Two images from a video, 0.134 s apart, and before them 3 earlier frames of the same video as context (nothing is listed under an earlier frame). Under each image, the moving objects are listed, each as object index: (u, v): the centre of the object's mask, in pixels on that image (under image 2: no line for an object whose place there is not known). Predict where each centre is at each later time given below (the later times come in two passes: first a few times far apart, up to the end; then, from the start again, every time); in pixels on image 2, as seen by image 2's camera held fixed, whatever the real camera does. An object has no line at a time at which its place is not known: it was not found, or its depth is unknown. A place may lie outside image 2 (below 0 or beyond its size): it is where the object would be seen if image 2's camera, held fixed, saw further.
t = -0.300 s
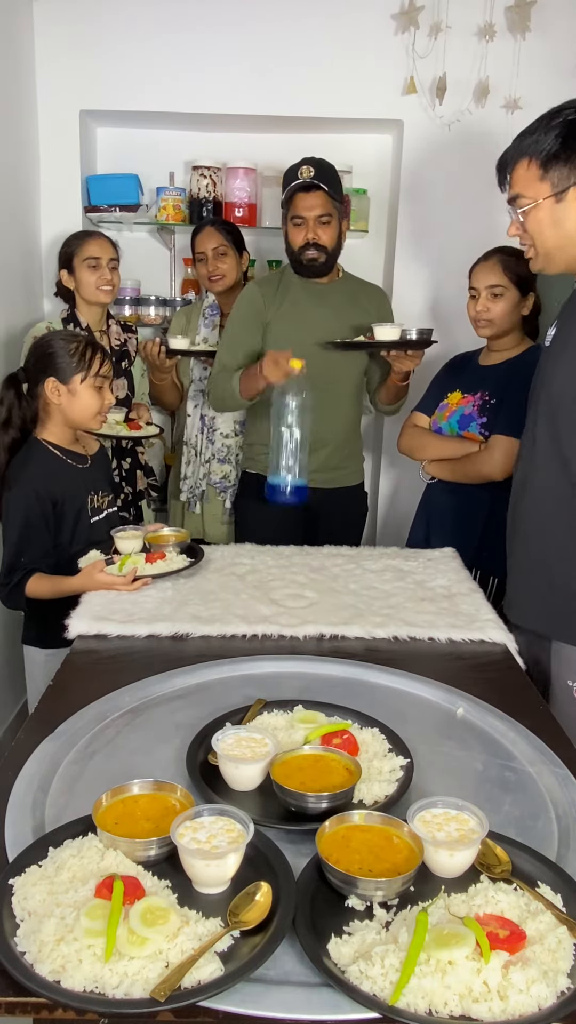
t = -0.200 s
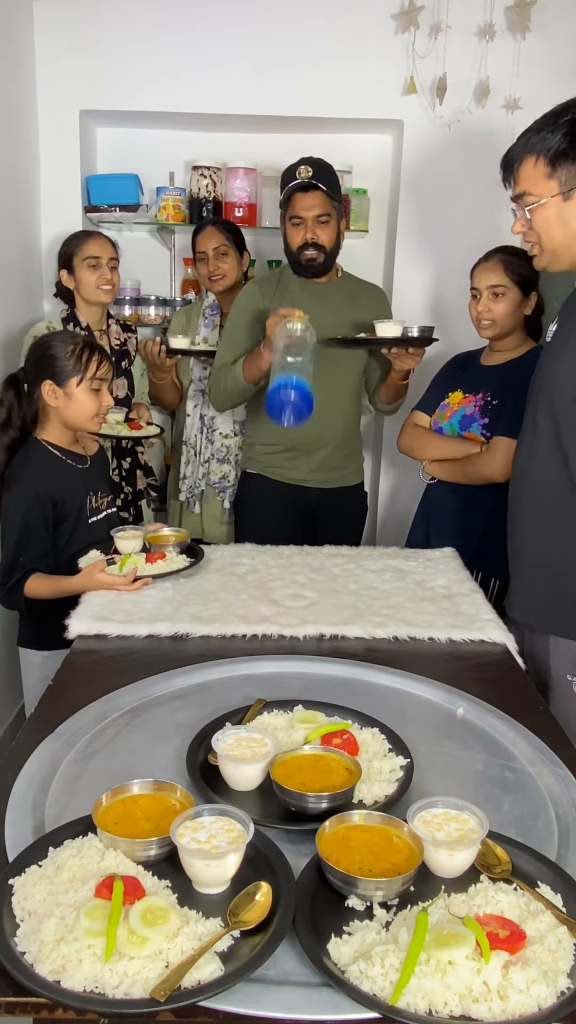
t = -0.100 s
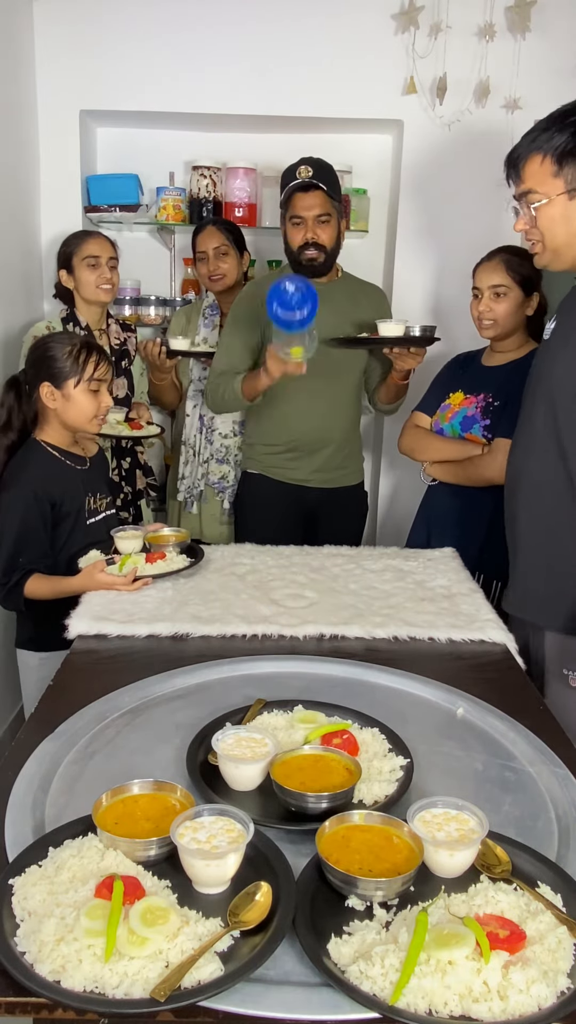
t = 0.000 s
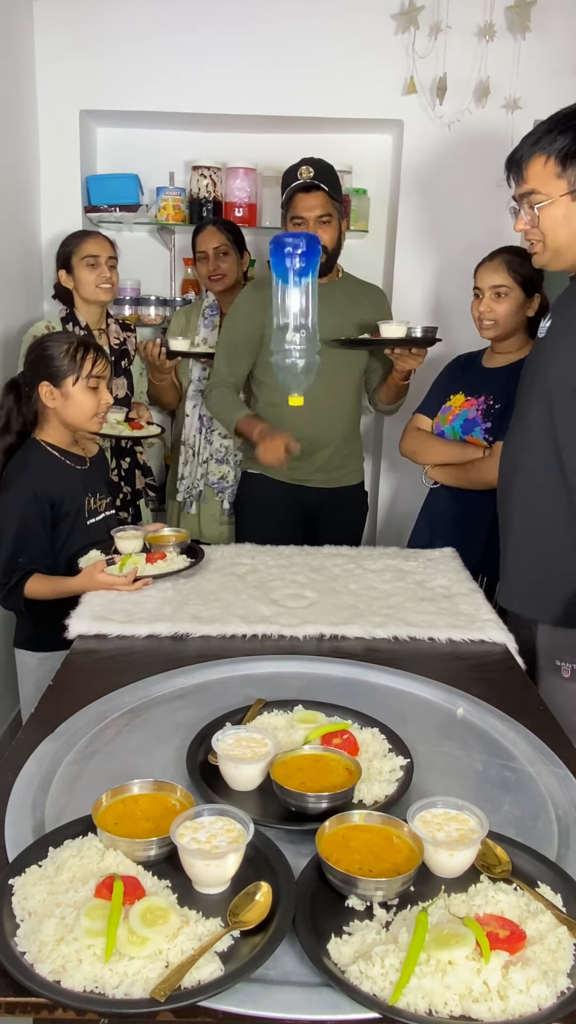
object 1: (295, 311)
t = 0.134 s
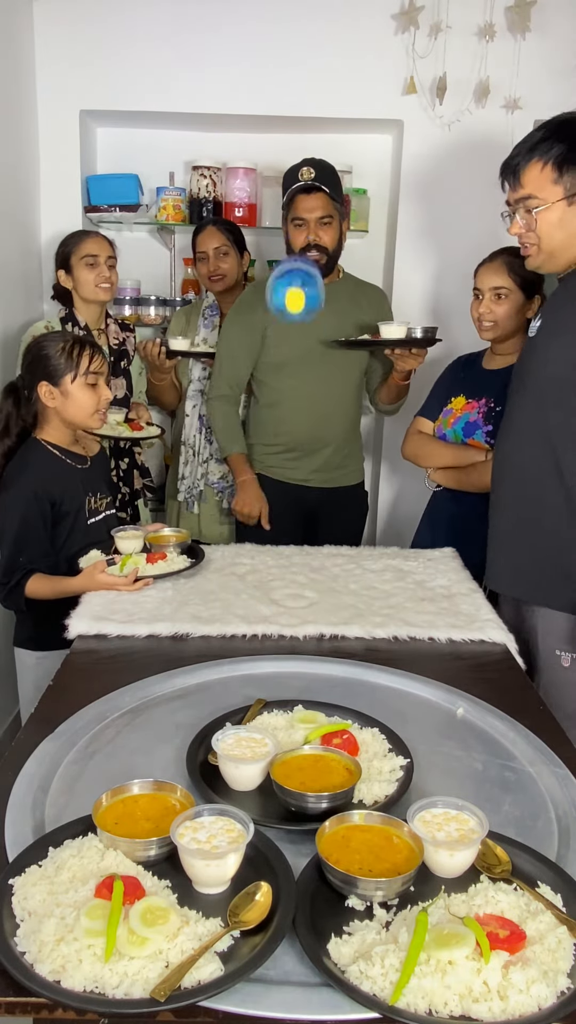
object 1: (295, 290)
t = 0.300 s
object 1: (291, 408)
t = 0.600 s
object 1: (290, 524)
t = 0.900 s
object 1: (290, 524)
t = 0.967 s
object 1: (290, 524)
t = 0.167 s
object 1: (295, 295)
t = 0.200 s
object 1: (295, 309)
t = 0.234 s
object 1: (294, 332)
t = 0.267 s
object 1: (293, 365)
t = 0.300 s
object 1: (291, 408)
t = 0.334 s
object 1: (289, 459)
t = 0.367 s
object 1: (287, 510)
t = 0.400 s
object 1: (287, 523)
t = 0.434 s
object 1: (288, 523)
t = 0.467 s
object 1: (290, 523)
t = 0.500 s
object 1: (291, 524)
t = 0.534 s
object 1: (291, 524)
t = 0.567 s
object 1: (291, 523)
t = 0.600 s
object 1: (290, 524)
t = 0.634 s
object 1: (290, 524)
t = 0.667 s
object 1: (290, 524)
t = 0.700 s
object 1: (290, 524)
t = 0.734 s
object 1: (290, 524)
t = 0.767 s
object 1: (290, 524)
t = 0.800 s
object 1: (290, 524)
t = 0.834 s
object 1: (290, 524)
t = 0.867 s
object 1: (290, 524)
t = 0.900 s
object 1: (290, 524)
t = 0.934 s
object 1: (290, 524)
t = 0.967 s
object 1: (290, 524)
